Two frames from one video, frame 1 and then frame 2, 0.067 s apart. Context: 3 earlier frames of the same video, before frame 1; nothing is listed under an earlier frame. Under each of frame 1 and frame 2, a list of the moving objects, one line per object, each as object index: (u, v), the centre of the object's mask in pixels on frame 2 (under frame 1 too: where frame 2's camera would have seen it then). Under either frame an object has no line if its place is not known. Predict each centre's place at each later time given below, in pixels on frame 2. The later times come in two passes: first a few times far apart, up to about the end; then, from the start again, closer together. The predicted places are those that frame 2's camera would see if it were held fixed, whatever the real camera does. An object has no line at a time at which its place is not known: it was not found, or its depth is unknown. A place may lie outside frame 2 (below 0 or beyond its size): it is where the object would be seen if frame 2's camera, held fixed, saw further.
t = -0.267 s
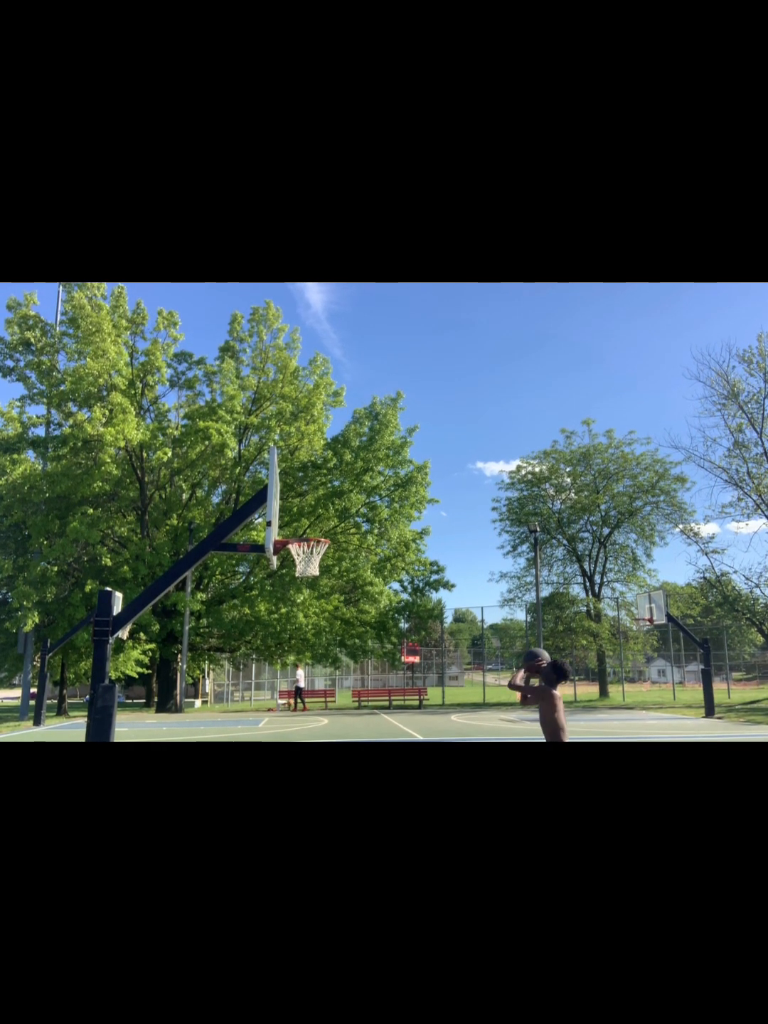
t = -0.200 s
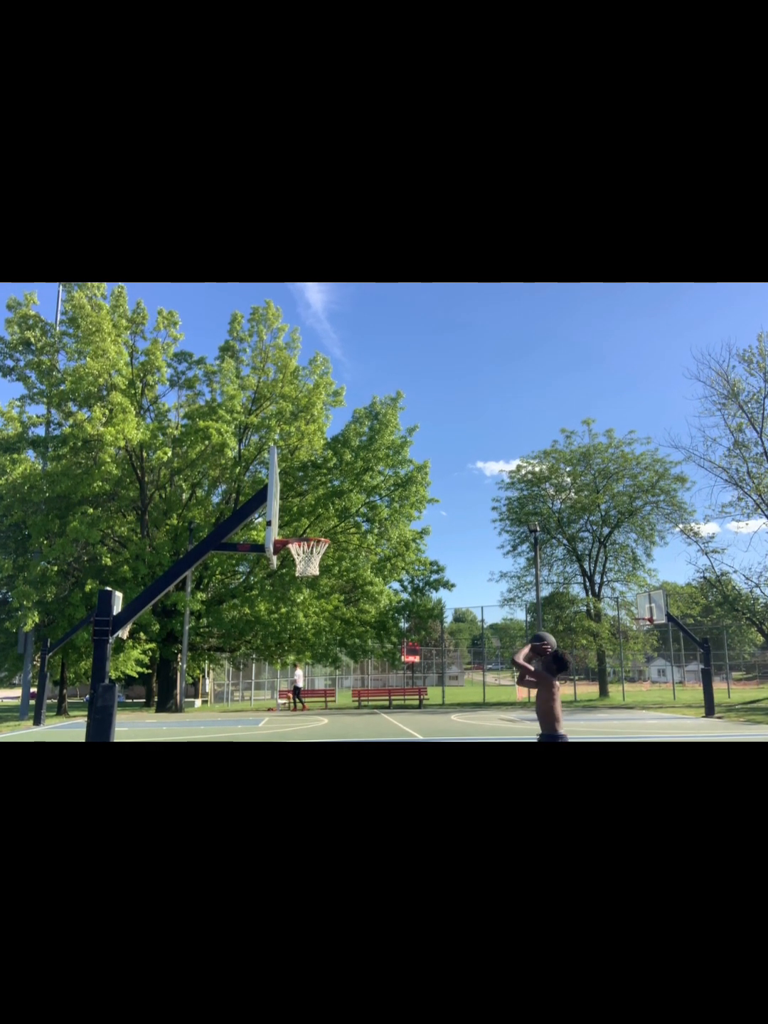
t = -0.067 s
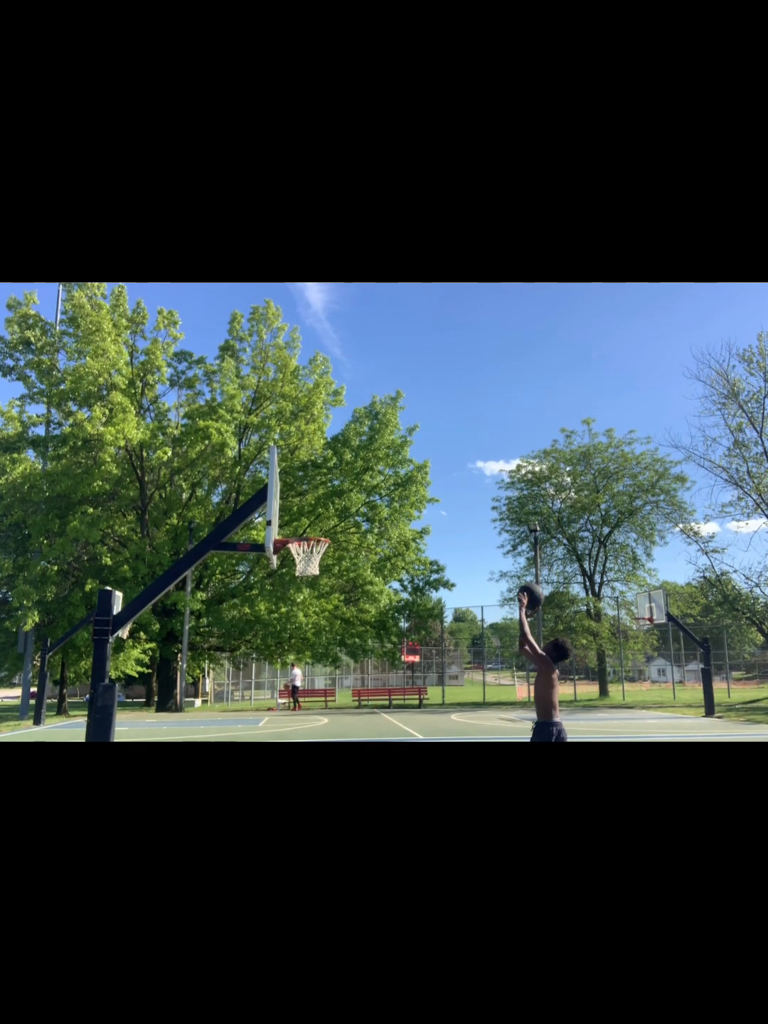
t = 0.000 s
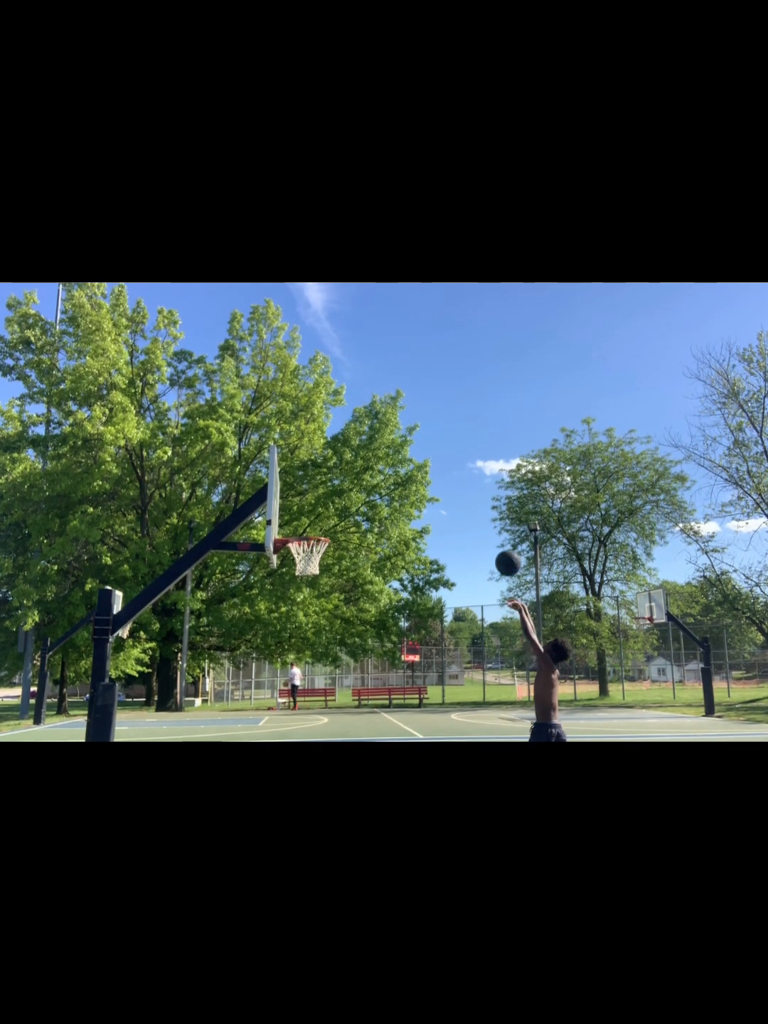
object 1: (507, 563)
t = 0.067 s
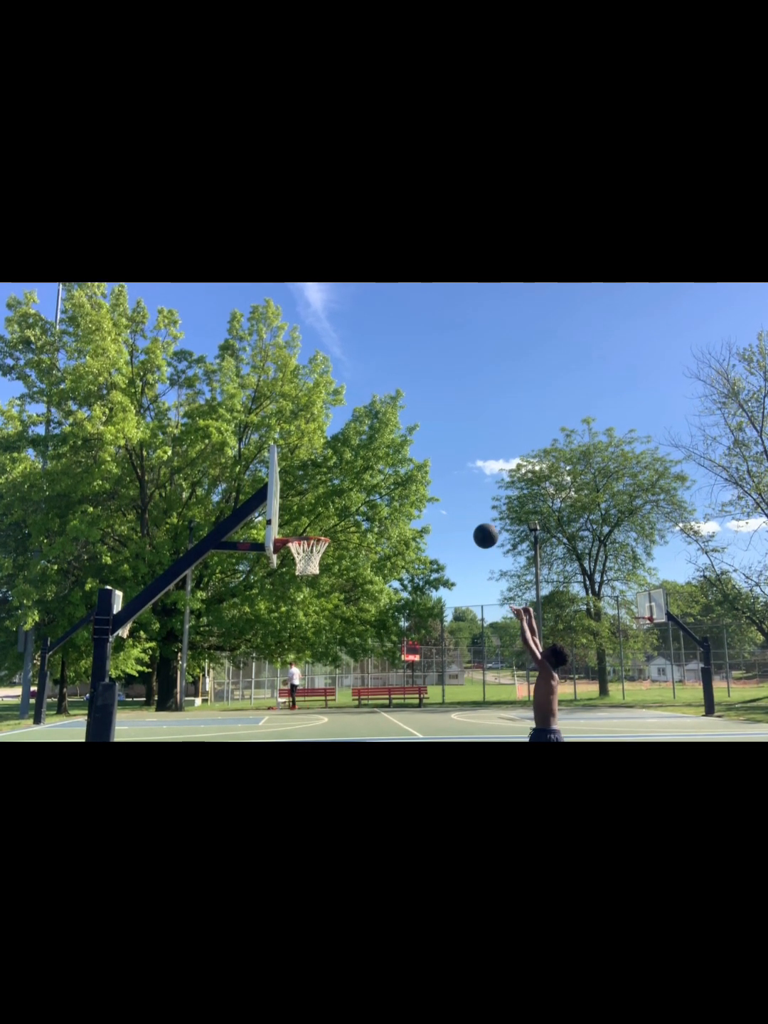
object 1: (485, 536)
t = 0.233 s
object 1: (434, 493)
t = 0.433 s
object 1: (381, 482)
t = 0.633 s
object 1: (334, 504)
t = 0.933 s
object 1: (307, 578)
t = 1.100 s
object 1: (315, 606)
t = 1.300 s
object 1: (323, 678)
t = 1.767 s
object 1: (352, 706)
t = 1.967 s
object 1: (368, 651)
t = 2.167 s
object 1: (382, 635)
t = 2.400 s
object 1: (398, 665)
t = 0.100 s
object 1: (474, 524)
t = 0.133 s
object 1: (464, 515)
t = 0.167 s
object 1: (454, 506)
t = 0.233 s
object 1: (434, 493)
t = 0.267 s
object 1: (425, 489)
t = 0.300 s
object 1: (415, 486)
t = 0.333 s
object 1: (407, 483)
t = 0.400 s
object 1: (389, 481)
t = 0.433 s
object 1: (381, 482)
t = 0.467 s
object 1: (373, 483)
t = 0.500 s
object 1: (365, 485)
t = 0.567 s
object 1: (349, 493)
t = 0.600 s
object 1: (341, 498)
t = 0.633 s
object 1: (334, 504)
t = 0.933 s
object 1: (307, 578)
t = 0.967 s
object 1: (309, 579)
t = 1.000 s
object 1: (311, 584)
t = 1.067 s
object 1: (313, 598)
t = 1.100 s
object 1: (315, 606)
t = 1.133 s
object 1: (316, 616)
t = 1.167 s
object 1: (318, 626)
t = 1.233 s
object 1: (321, 650)
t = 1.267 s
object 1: (322, 664)
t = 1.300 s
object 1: (323, 678)
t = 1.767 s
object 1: (352, 706)
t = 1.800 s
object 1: (354, 694)
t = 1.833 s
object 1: (357, 683)
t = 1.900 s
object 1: (362, 665)
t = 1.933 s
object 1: (365, 658)
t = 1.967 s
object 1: (368, 651)
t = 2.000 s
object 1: (371, 646)
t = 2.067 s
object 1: (375, 638)
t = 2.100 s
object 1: (378, 636)
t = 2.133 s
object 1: (380, 635)
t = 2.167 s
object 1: (382, 635)
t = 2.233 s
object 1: (387, 638)
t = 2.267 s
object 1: (389, 642)
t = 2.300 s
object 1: (391, 645)
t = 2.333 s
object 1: (394, 651)
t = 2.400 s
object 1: (398, 665)
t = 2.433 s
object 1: (400, 673)
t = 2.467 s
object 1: (402, 683)
